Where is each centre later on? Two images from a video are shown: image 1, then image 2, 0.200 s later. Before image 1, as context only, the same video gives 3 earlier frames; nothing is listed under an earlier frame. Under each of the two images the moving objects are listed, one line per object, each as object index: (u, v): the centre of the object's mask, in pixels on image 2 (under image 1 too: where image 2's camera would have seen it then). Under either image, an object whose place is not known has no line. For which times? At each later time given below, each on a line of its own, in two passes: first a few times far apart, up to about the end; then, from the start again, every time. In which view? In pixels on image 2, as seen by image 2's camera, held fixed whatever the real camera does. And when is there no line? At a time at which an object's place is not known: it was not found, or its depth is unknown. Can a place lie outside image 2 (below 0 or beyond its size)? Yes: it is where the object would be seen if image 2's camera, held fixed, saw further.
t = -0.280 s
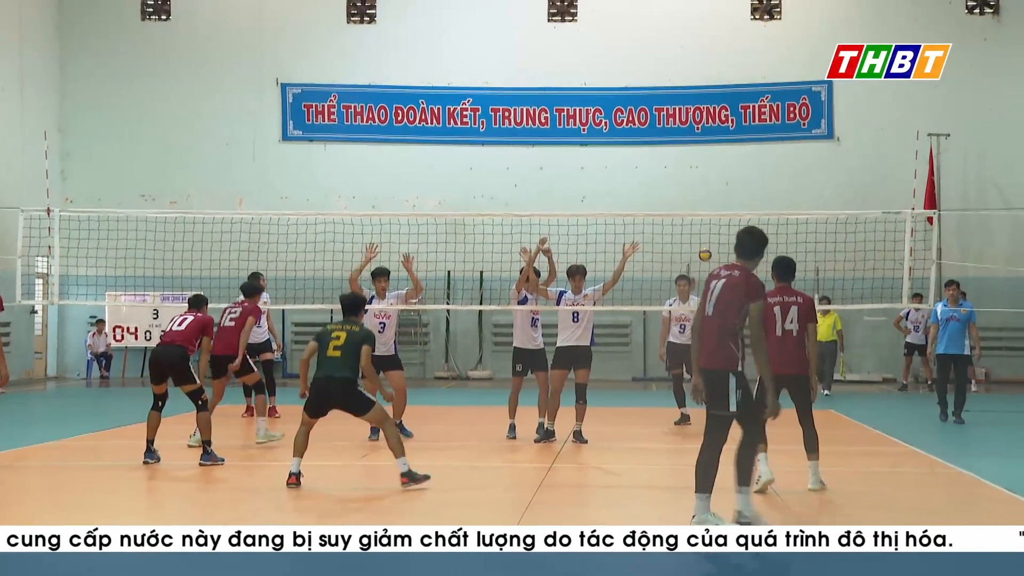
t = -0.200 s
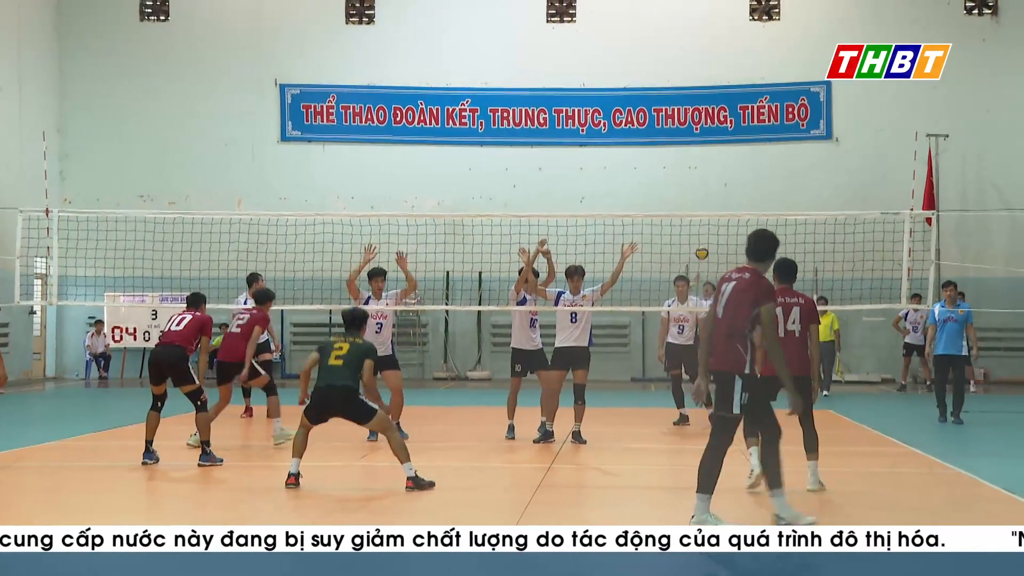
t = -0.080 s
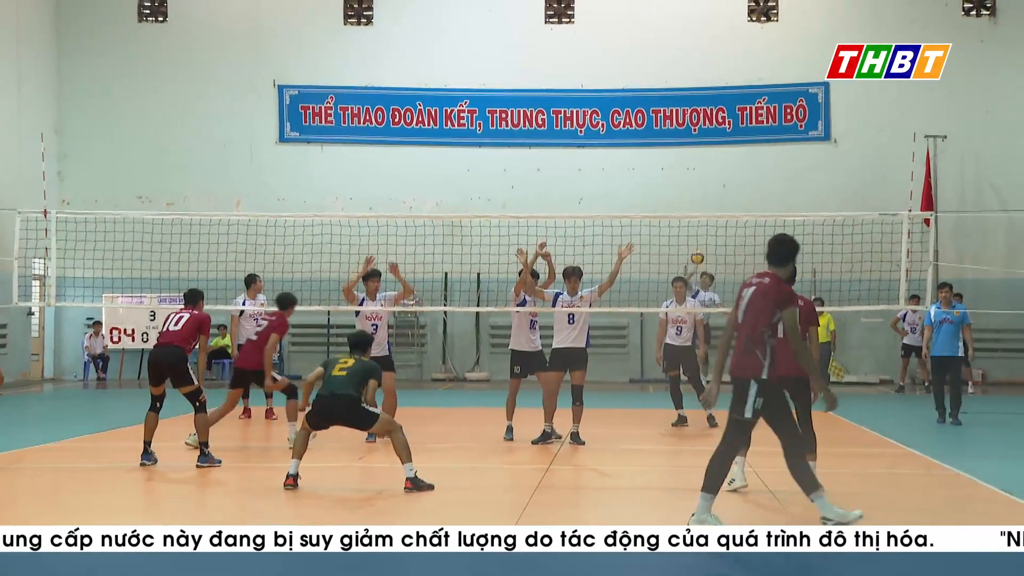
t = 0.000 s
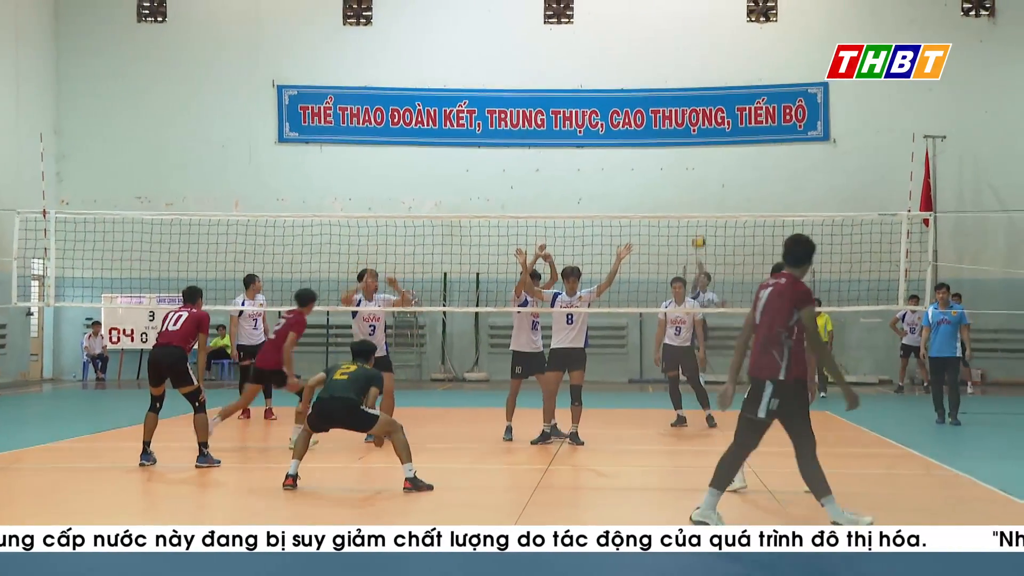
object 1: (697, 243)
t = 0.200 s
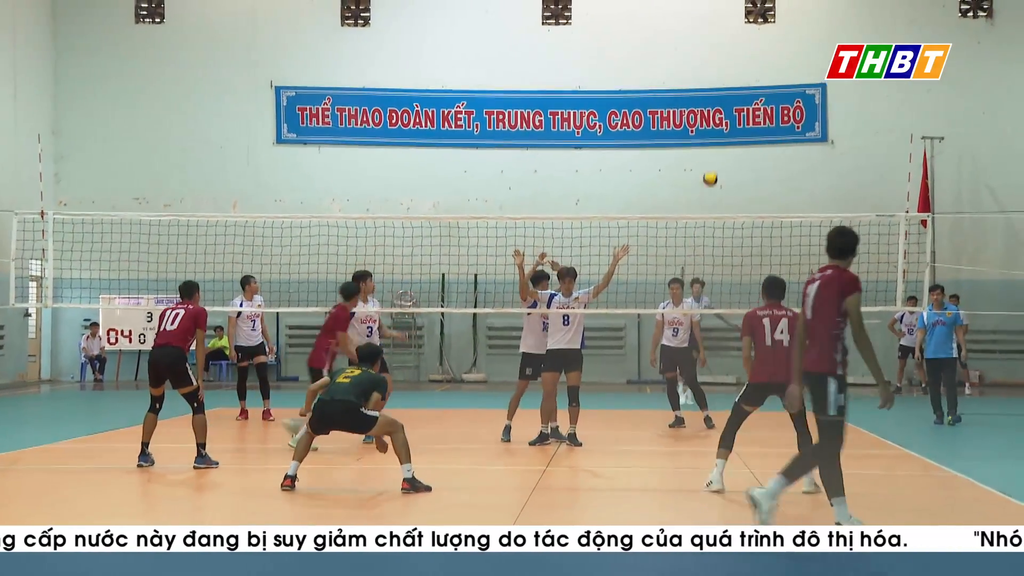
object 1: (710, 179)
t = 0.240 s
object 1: (713, 169)
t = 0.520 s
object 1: (744, 124)
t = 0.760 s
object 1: (762, 123)
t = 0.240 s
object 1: (713, 169)
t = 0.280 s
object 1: (716, 160)
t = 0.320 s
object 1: (720, 152)
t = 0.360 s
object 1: (725, 145)
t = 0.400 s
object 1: (730, 138)
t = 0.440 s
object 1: (735, 133)
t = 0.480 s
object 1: (740, 128)
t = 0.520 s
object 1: (744, 124)
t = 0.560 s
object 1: (748, 121)
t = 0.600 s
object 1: (752, 119)
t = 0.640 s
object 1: (755, 118)
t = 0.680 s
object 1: (758, 118)
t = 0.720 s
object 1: (760, 120)
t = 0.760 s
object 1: (762, 123)
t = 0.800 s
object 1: (763, 126)
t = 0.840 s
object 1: (765, 132)
